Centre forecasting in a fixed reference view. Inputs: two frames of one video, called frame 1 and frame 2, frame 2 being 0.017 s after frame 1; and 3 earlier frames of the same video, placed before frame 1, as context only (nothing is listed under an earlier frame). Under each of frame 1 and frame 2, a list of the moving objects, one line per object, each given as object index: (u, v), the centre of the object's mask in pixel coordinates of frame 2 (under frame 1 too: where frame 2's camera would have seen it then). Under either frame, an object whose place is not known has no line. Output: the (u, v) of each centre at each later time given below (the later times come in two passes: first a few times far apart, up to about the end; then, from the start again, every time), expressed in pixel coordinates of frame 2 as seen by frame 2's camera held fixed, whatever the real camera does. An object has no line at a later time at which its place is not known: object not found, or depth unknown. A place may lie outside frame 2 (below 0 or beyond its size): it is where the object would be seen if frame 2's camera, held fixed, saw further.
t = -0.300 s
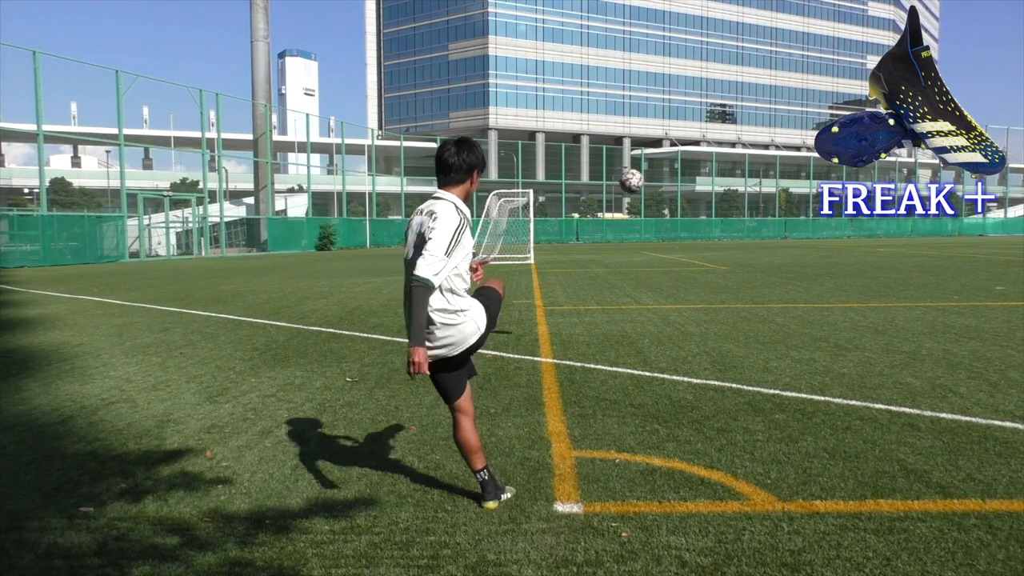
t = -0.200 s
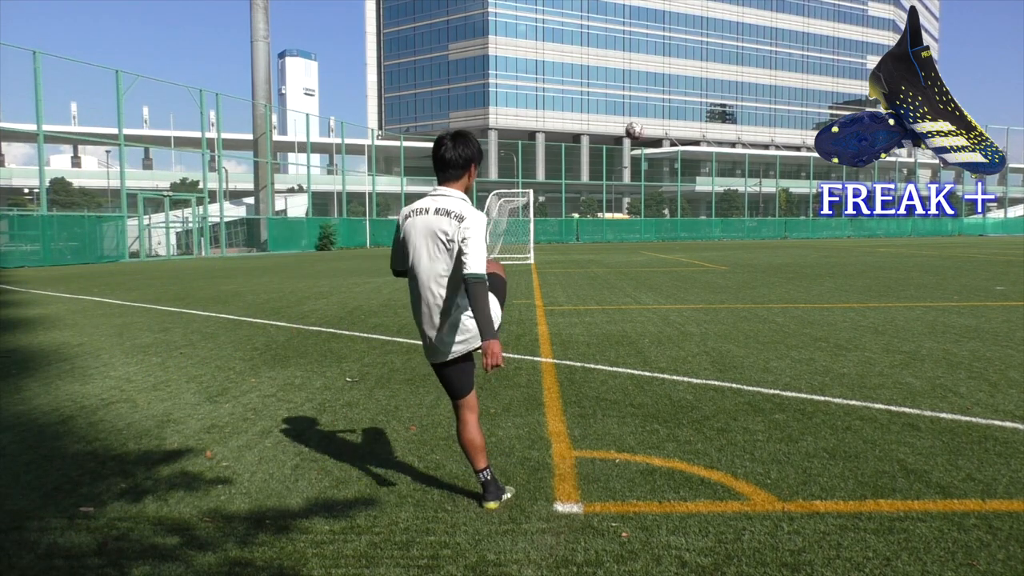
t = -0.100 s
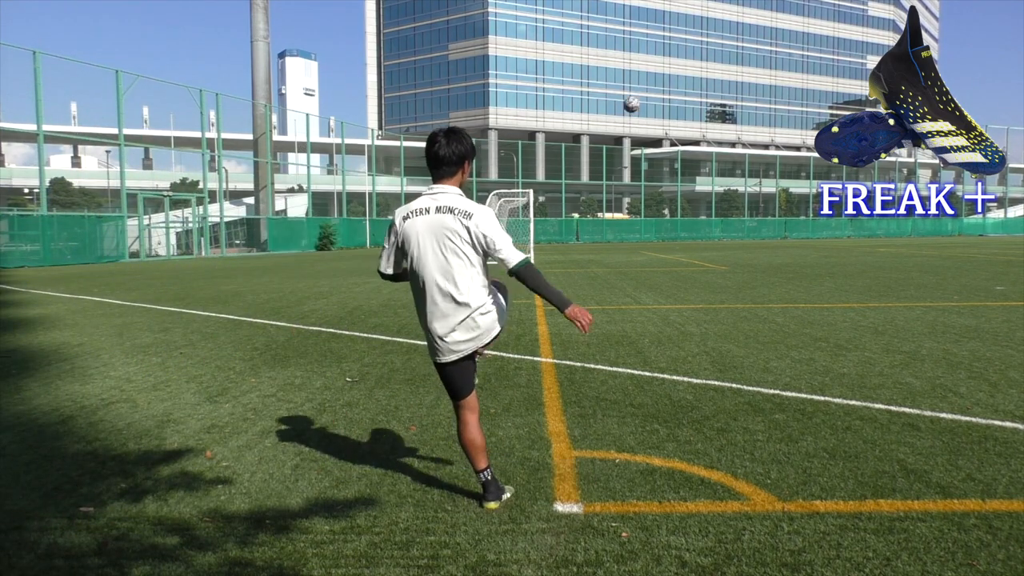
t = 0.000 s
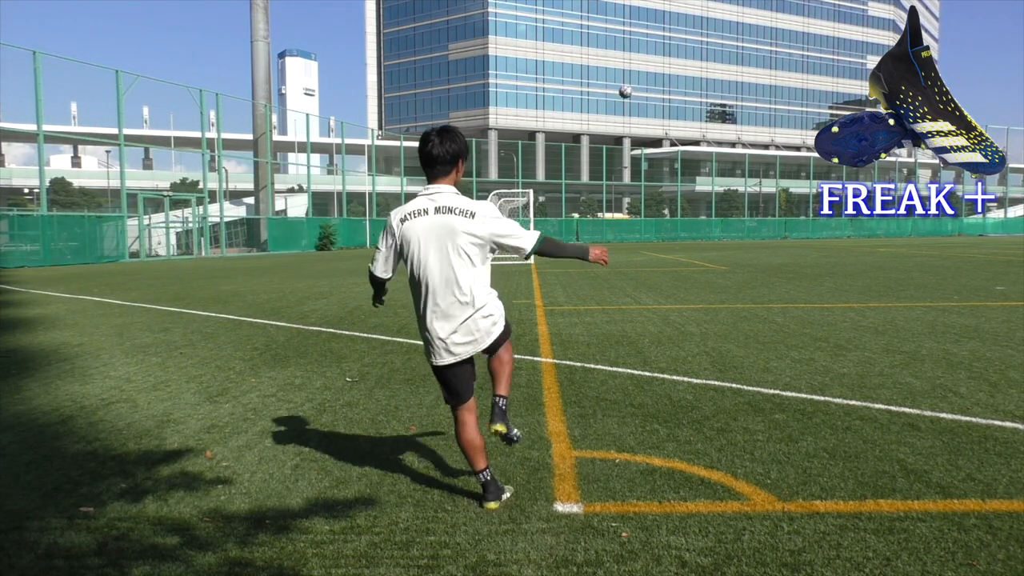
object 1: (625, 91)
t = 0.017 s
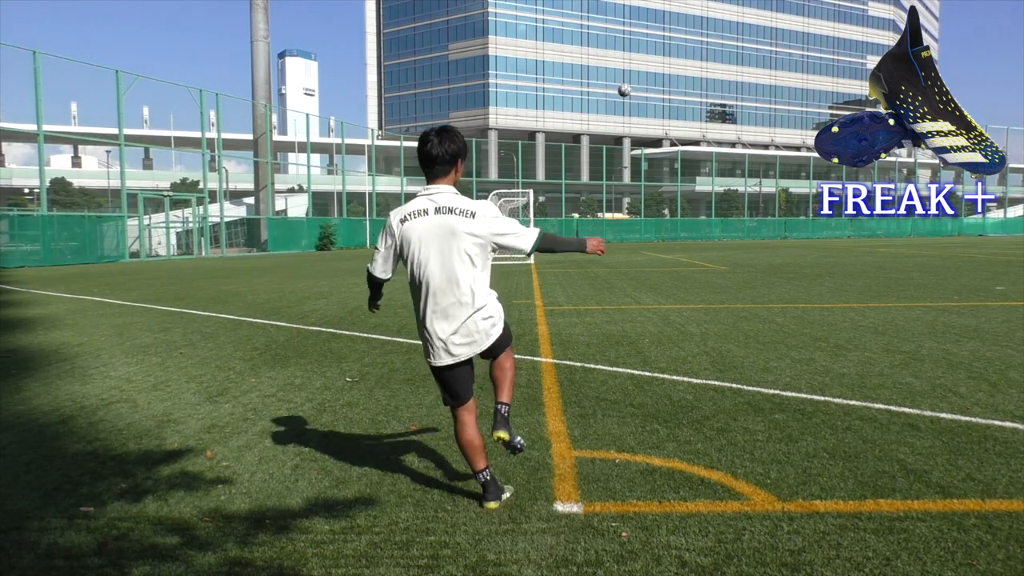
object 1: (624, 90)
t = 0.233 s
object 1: (606, 89)
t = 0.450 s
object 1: (587, 104)
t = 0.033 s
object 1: (623, 89)
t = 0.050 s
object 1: (621, 88)
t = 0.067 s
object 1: (620, 88)
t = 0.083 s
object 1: (619, 87)
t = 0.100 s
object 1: (618, 87)
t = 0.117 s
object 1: (616, 86)
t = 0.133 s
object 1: (615, 86)
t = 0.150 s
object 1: (613, 86)
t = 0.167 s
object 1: (612, 86)
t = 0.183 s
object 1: (611, 87)
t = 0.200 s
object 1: (609, 87)
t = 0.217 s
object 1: (608, 88)
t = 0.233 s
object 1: (606, 89)
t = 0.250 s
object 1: (605, 89)
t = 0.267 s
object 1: (603, 90)
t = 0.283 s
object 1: (602, 91)
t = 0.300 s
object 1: (600, 93)
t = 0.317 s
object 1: (599, 94)
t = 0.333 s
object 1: (598, 95)
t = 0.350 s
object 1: (596, 96)
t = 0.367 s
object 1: (595, 97)
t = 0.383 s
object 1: (593, 98)
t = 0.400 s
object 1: (592, 100)
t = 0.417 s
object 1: (591, 101)
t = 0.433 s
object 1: (589, 103)
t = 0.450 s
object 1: (587, 104)
